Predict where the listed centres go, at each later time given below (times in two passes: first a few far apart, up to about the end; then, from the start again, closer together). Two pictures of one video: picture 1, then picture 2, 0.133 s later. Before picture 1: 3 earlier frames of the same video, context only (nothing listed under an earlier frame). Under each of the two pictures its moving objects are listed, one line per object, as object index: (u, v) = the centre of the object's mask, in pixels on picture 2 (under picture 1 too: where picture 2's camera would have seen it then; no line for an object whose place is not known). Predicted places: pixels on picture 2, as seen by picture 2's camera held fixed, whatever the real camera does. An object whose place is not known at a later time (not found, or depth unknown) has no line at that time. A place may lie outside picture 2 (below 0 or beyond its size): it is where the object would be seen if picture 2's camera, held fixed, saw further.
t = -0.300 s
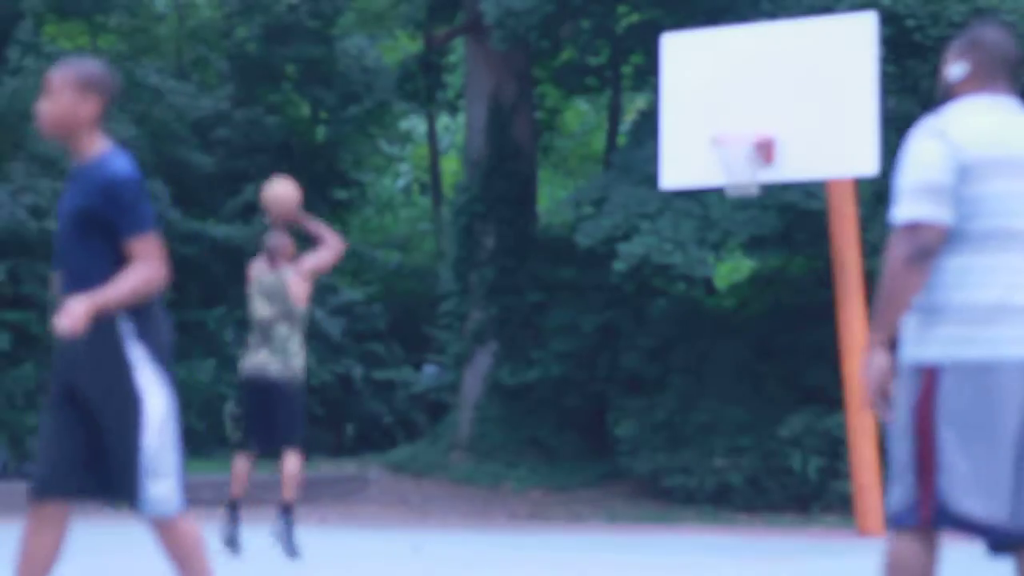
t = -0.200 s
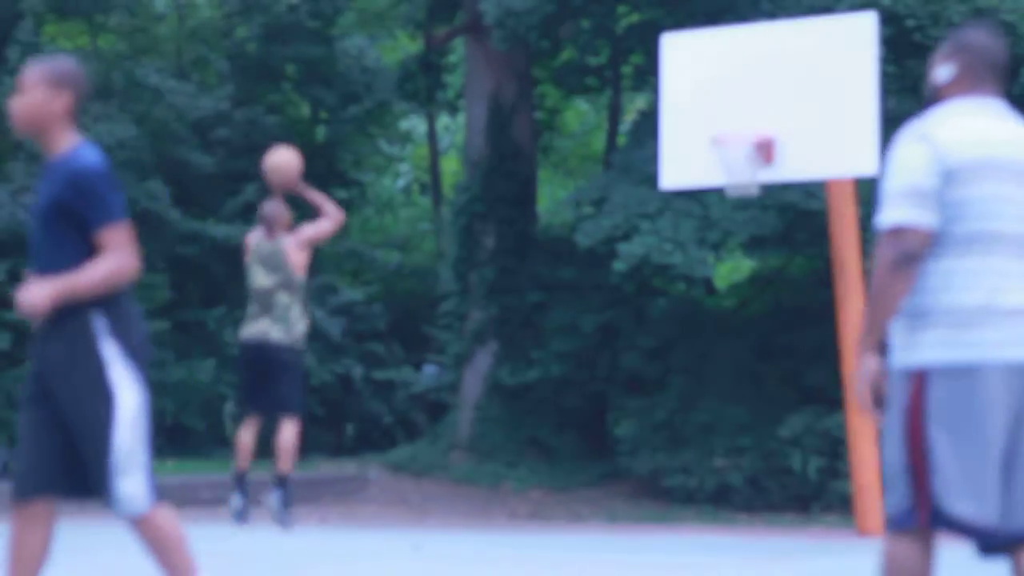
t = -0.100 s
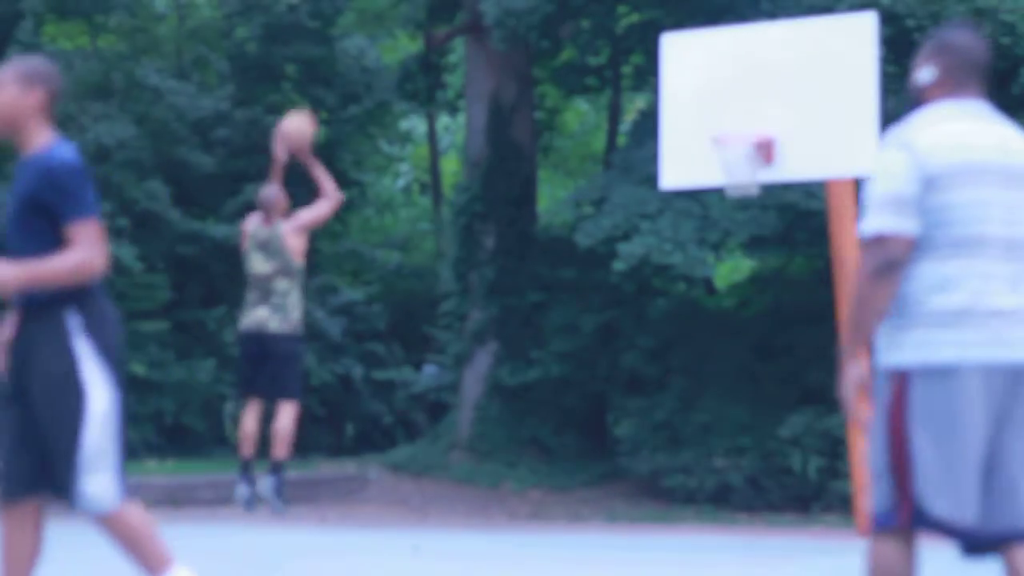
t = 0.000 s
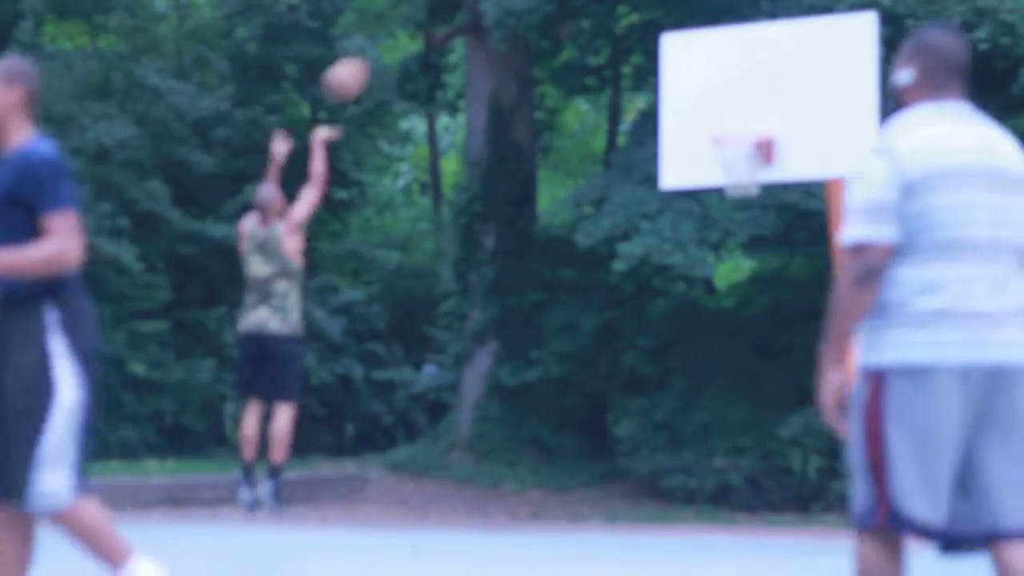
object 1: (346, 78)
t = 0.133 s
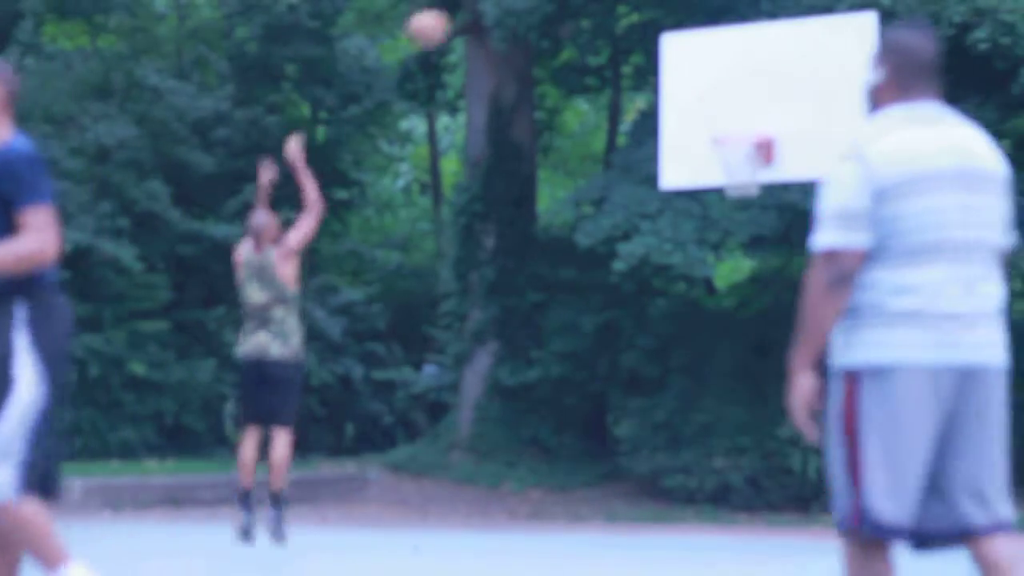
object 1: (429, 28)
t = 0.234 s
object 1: (484, 13)
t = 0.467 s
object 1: (610, 18)
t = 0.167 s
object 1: (447, 20)
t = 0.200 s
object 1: (466, 16)
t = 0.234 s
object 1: (484, 13)
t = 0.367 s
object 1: (559, 11)
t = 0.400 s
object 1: (575, 12)
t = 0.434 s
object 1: (593, 15)
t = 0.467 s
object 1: (610, 18)
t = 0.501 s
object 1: (627, 26)
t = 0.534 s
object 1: (641, 33)
